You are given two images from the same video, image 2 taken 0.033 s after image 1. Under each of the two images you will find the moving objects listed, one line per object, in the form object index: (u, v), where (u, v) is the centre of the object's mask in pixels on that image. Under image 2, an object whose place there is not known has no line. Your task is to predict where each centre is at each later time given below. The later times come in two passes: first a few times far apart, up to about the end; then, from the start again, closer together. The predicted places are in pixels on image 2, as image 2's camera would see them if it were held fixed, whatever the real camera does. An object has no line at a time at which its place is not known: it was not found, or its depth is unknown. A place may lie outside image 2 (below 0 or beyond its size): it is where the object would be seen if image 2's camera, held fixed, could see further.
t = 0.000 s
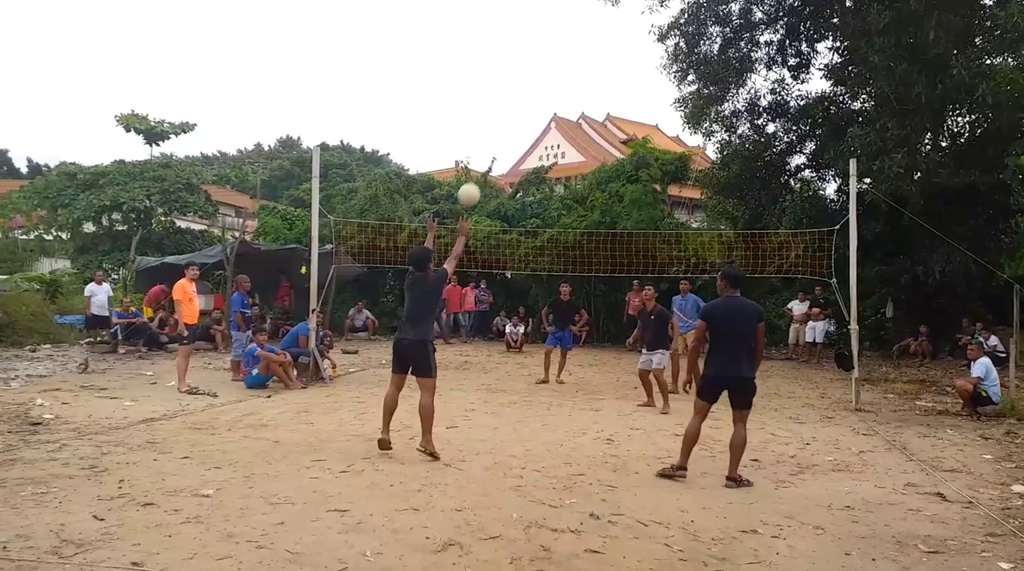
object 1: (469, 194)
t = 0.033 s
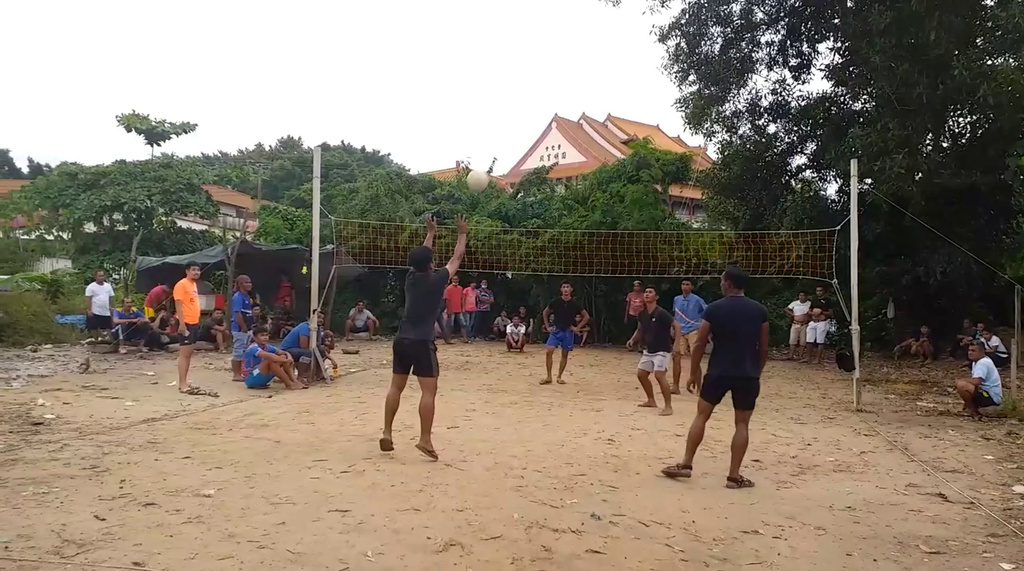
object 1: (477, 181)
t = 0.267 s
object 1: (526, 113)
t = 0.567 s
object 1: (572, 109)
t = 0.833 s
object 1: (604, 167)
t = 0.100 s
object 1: (493, 154)
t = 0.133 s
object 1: (500, 143)
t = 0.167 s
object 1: (507, 134)
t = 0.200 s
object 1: (513, 126)
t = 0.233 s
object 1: (520, 119)
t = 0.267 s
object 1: (526, 113)
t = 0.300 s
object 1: (532, 108)
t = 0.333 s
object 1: (537, 105)
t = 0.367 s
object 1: (543, 102)
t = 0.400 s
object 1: (548, 101)
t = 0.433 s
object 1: (553, 101)
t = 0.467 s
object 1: (558, 101)
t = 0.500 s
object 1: (563, 103)
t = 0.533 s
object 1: (568, 106)
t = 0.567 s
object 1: (572, 109)
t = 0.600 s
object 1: (577, 114)
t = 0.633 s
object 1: (581, 119)
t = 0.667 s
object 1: (585, 124)
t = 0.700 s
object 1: (589, 131)
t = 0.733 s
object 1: (592, 139)
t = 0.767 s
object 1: (596, 147)
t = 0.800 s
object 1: (600, 156)
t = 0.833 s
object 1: (604, 167)
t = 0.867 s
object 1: (607, 177)
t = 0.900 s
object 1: (610, 188)
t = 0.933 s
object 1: (613, 199)
